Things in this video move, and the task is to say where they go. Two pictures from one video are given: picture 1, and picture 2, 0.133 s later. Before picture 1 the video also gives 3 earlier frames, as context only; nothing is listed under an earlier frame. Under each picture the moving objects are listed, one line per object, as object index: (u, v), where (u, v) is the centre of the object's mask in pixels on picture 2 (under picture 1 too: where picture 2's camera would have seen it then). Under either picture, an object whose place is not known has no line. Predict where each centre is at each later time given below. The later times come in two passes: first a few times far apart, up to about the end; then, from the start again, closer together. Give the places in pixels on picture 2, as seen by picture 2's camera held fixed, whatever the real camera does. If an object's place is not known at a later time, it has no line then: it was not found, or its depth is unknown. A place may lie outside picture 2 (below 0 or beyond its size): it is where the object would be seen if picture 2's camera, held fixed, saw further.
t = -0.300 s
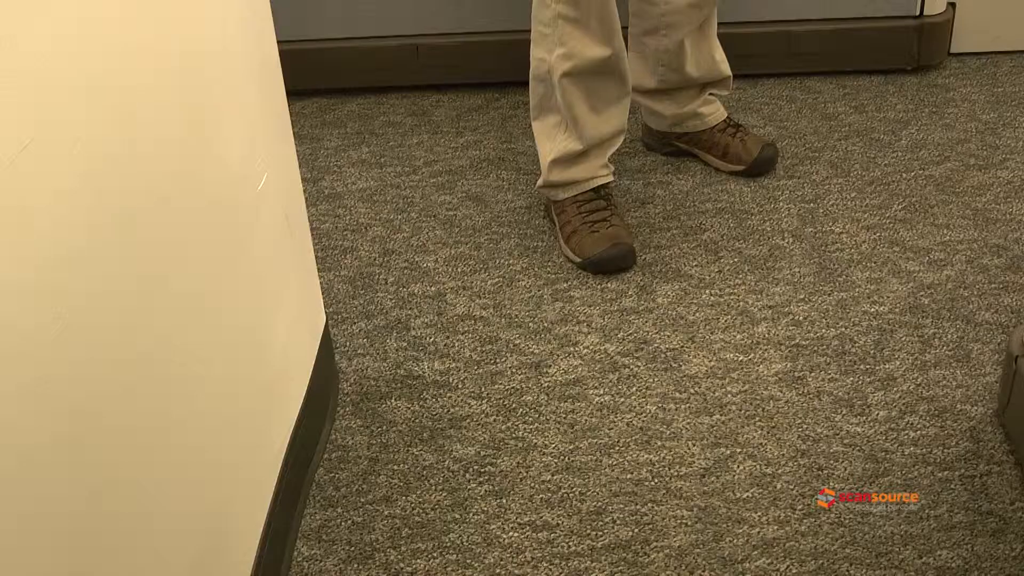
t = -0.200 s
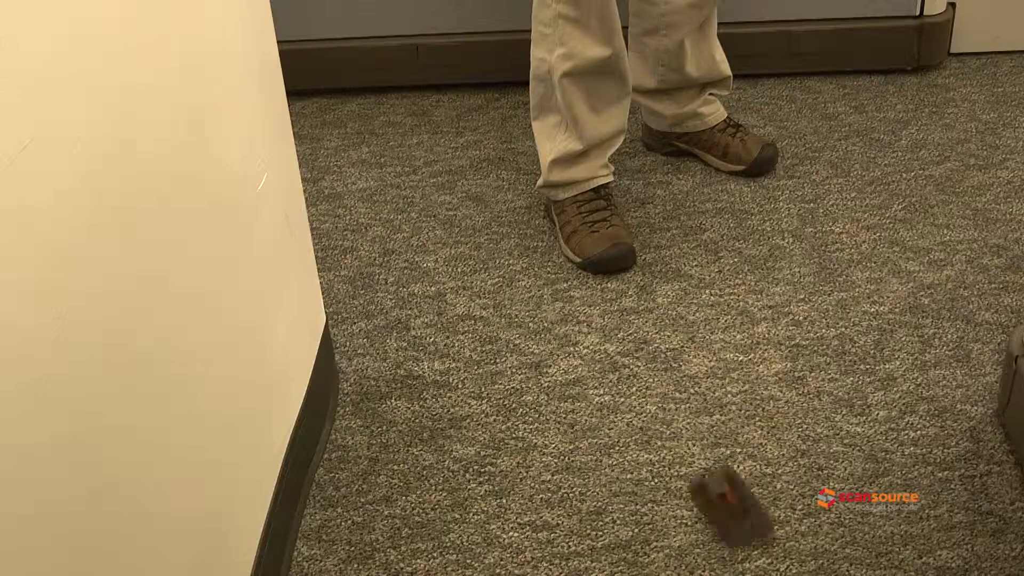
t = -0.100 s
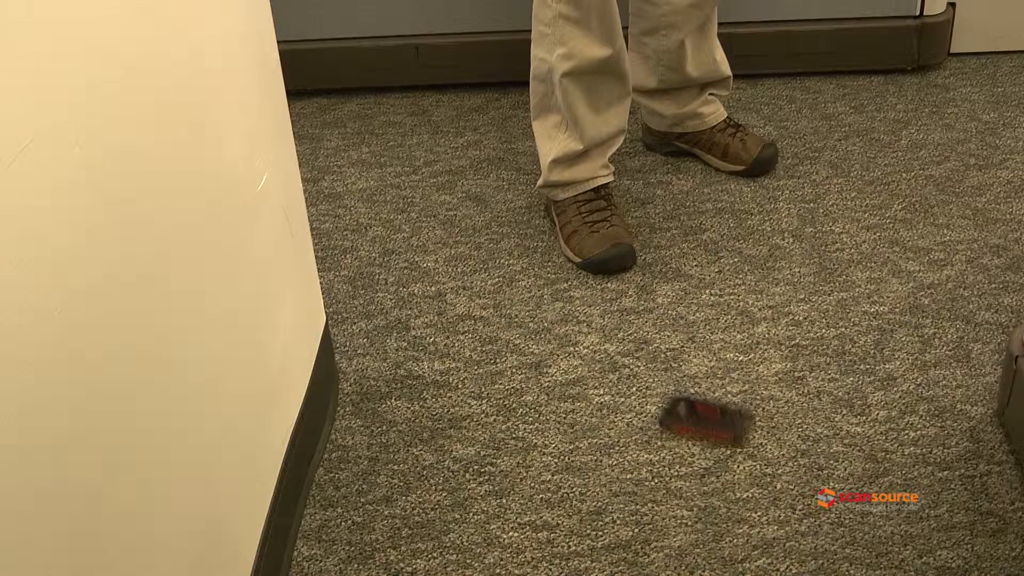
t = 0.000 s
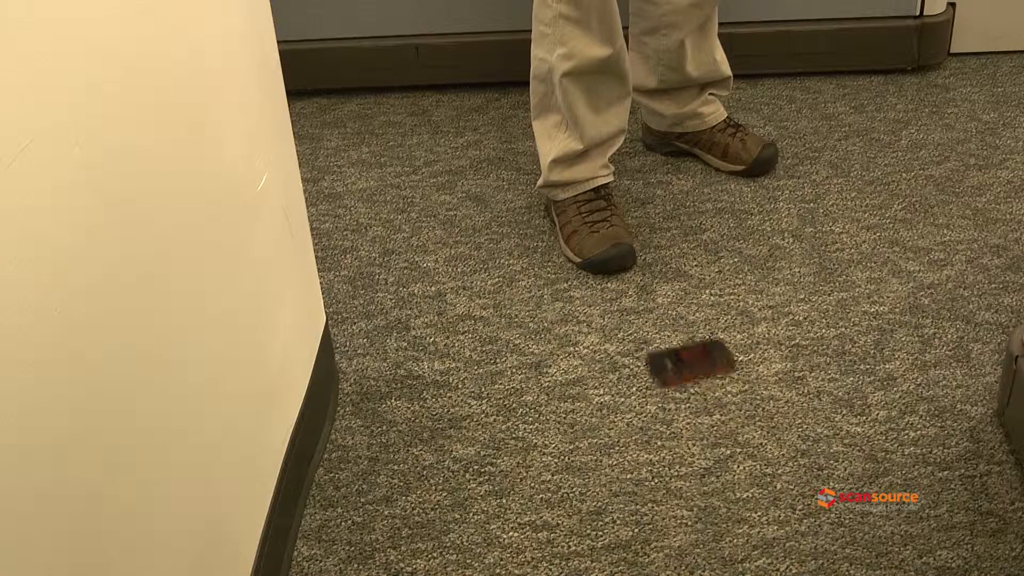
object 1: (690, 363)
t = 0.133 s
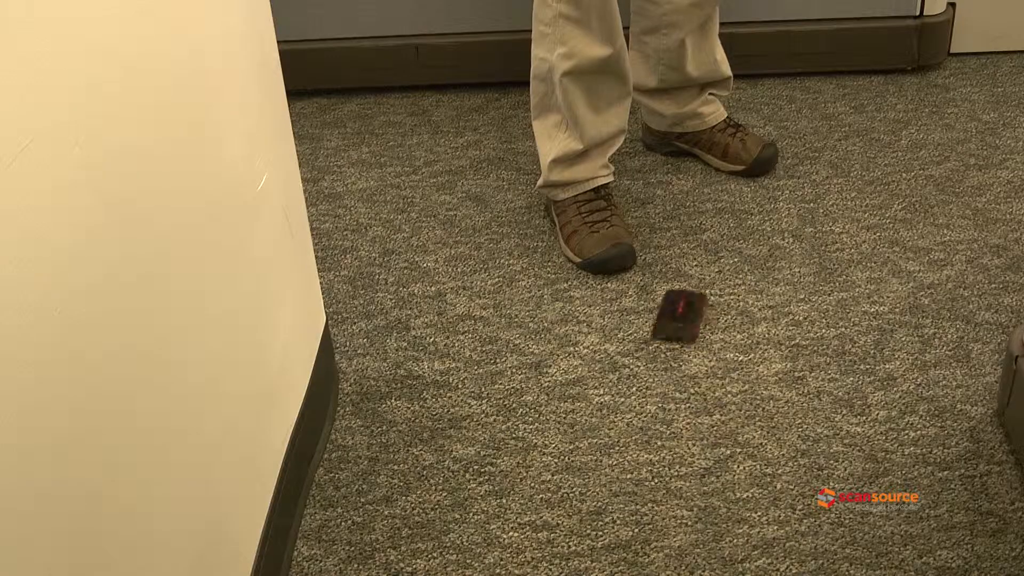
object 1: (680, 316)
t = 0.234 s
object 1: (677, 299)
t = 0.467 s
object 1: (675, 295)
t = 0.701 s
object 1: (676, 295)
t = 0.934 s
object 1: (676, 295)
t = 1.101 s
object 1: (675, 295)
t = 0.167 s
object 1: (679, 309)
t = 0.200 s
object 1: (678, 304)
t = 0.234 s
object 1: (677, 299)
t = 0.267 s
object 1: (676, 297)
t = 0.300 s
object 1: (675, 296)
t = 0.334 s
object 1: (675, 296)
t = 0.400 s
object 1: (675, 295)
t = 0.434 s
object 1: (676, 295)
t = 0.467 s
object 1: (675, 295)
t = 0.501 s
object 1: (676, 295)
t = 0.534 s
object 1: (675, 295)
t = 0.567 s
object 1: (676, 295)
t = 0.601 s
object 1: (676, 295)
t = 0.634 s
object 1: (676, 295)
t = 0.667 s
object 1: (676, 295)
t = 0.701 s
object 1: (676, 295)
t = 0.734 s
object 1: (676, 295)
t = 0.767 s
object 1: (676, 295)
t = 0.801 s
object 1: (676, 295)
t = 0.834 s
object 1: (676, 295)
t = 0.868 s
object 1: (676, 295)
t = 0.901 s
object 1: (676, 295)
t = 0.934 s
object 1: (676, 295)
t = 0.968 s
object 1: (675, 295)
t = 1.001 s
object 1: (675, 295)
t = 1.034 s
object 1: (675, 295)
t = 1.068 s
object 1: (675, 295)
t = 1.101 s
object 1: (675, 295)
